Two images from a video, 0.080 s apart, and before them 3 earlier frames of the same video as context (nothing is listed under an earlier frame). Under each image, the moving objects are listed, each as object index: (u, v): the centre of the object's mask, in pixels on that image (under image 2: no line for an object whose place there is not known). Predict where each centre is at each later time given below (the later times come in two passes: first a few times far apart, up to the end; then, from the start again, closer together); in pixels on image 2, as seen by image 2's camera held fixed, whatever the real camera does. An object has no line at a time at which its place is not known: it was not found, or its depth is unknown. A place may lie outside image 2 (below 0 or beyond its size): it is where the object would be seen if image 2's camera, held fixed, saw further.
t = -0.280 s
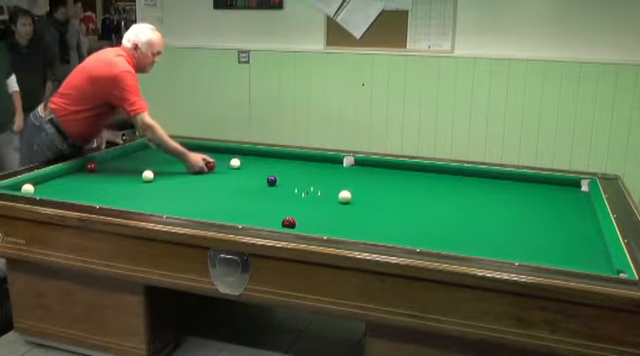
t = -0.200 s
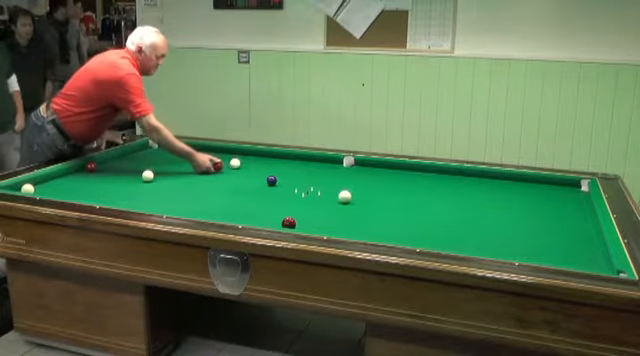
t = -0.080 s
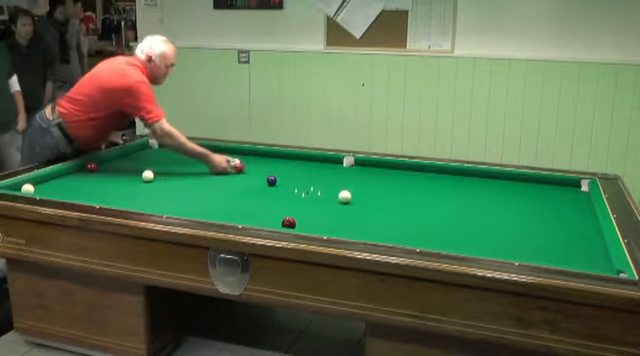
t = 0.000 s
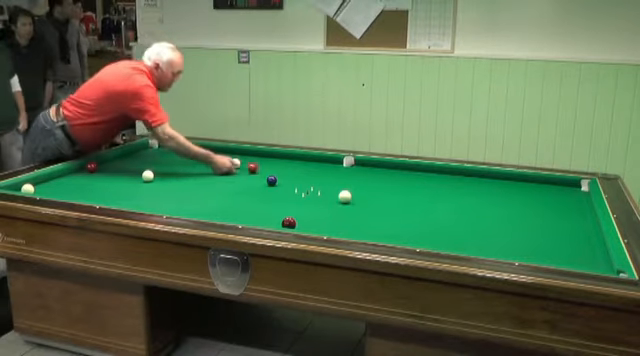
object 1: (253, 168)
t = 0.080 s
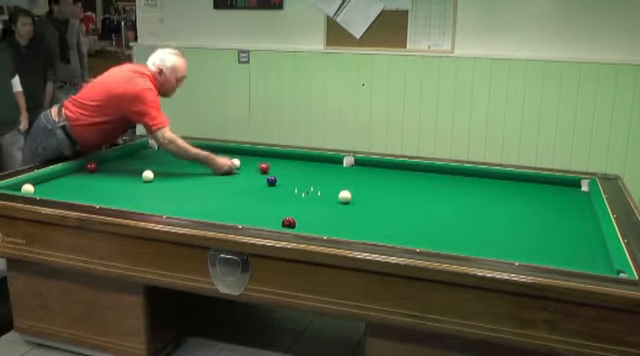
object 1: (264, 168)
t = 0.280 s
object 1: (294, 168)
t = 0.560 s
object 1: (335, 169)
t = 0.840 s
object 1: (375, 169)
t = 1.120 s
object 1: (415, 171)
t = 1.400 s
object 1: (450, 170)
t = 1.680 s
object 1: (483, 176)
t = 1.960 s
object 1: (516, 180)
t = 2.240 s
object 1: (548, 184)
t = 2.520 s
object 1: (580, 190)
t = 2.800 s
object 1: (565, 189)
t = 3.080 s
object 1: (547, 188)
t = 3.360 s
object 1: (531, 187)
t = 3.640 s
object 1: (513, 187)
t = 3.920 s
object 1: (497, 186)
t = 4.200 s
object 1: (482, 185)
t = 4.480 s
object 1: (466, 185)
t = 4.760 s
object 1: (452, 184)
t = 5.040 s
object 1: (438, 183)
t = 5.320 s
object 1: (425, 183)
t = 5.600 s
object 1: (412, 182)
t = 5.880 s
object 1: (399, 182)
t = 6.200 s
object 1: (386, 181)
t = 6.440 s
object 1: (375, 181)
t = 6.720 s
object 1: (365, 180)
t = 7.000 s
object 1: (355, 180)
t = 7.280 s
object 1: (346, 179)
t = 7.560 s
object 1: (337, 179)
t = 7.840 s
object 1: (329, 178)
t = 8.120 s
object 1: (323, 178)
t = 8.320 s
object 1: (316, 178)
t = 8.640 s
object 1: (309, 178)
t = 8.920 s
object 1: (304, 177)
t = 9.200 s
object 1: (299, 177)
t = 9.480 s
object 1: (295, 177)
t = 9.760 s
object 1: (291, 176)
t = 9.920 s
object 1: (289, 176)
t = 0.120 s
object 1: (270, 168)
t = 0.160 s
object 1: (277, 168)
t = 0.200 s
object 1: (282, 168)
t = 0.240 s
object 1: (288, 168)
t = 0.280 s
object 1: (294, 168)
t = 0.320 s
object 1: (300, 168)
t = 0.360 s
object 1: (306, 168)
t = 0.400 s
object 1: (312, 169)
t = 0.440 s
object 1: (318, 169)
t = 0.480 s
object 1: (323, 169)
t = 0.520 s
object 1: (328, 168)
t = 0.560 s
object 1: (335, 169)
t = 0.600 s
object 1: (340, 170)
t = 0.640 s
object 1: (347, 169)
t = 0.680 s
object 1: (353, 170)
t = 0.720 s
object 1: (358, 169)
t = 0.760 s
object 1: (363, 169)
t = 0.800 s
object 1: (369, 170)
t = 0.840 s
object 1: (375, 169)
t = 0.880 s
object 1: (381, 170)
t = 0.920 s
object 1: (387, 170)
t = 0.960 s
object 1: (392, 170)
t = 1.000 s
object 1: (398, 170)
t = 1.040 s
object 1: (404, 170)
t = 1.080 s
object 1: (409, 171)
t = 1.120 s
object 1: (415, 171)
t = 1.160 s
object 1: (420, 171)
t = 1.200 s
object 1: (425, 172)
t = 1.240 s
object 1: (431, 171)
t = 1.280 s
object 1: (436, 171)
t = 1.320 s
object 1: (440, 171)
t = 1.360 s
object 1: (447, 171)
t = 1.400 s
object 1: (450, 170)
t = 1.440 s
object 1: (458, 172)
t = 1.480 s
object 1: (461, 173)
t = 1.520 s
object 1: (465, 173)
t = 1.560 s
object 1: (470, 173)
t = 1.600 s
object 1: (474, 174)
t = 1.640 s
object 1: (479, 175)
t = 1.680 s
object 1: (483, 176)
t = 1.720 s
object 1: (489, 176)
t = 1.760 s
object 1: (493, 177)
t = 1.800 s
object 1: (497, 177)
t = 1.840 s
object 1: (502, 178)
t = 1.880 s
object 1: (507, 179)
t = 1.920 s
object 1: (511, 179)
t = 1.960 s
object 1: (516, 180)
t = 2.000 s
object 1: (520, 181)
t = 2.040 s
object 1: (525, 181)
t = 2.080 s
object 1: (529, 182)
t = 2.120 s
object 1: (534, 182)
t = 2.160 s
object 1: (538, 183)
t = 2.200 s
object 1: (543, 184)
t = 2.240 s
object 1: (548, 184)
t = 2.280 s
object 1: (552, 185)
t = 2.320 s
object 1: (557, 186)
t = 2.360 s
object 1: (562, 187)
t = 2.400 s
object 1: (566, 187)
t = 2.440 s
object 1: (570, 188)
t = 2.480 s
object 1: (576, 189)
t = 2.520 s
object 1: (580, 190)
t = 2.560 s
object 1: (582, 190)
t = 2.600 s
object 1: (579, 190)
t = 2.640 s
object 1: (576, 189)
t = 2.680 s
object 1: (574, 190)
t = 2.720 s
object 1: (571, 189)
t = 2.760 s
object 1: (568, 190)
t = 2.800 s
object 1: (565, 189)
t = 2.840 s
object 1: (563, 189)
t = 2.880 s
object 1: (561, 189)
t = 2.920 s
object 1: (558, 188)
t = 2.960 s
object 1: (555, 188)
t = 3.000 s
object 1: (553, 188)
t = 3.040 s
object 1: (551, 188)
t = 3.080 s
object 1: (547, 188)
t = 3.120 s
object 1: (545, 188)
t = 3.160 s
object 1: (543, 188)
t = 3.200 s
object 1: (540, 188)
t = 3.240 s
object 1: (538, 188)
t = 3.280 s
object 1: (536, 187)
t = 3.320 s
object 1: (533, 187)
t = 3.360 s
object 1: (531, 187)
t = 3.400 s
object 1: (528, 187)
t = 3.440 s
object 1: (526, 187)
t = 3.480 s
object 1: (523, 187)
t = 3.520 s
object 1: (521, 187)
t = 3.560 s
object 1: (518, 187)
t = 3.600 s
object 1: (516, 187)
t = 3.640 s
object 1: (513, 187)
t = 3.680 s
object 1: (512, 186)
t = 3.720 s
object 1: (509, 186)
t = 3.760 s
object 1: (507, 186)
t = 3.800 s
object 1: (504, 186)
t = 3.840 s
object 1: (502, 186)
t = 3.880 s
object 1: (500, 186)
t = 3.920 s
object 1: (497, 186)
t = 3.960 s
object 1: (495, 186)
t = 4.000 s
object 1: (493, 186)
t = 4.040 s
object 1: (490, 186)
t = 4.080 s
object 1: (488, 185)
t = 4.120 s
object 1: (486, 185)
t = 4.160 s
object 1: (484, 186)
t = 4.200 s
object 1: (482, 185)
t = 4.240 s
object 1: (479, 185)
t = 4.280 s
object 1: (477, 185)
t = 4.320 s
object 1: (475, 185)
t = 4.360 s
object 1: (473, 185)
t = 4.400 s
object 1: (471, 185)
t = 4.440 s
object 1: (468, 185)
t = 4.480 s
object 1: (466, 185)
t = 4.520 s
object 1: (465, 184)
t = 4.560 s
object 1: (462, 184)
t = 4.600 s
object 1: (460, 184)
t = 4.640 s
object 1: (458, 184)
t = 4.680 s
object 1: (456, 184)
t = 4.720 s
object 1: (454, 184)
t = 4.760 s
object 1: (452, 184)
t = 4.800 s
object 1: (450, 183)
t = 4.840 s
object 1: (448, 183)
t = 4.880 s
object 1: (446, 183)
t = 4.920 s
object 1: (444, 183)
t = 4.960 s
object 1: (442, 184)
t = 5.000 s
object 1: (440, 183)
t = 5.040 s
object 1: (438, 183)
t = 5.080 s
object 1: (436, 183)
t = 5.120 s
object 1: (434, 183)
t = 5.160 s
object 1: (432, 183)
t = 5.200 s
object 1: (430, 183)
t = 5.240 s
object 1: (428, 183)
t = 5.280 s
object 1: (426, 183)
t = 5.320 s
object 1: (425, 183)
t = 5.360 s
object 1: (423, 183)
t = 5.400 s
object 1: (421, 183)
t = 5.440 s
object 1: (419, 182)
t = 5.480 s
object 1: (417, 182)
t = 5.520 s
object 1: (415, 182)
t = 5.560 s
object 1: (413, 182)
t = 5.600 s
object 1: (412, 182)
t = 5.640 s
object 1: (410, 182)
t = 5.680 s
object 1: (408, 182)
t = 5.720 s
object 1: (406, 182)
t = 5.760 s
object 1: (404, 182)
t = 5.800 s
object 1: (403, 182)
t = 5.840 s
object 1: (401, 182)
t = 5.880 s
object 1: (399, 182)
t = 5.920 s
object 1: (397, 181)
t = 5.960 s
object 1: (396, 182)
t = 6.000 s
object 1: (394, 181)
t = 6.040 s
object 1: (392, 181)
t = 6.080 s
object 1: (391, 181)
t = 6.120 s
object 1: (389, 181)
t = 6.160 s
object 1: (387, 181)
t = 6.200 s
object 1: (386, 181)
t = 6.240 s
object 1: (384, 181)
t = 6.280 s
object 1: (383, 181)
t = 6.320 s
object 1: (381, 181)
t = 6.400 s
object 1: (378, 181)
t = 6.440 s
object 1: (375, 181)
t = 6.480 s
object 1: (373, 180)
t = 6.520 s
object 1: (372, 180)
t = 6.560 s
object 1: (370, 180)
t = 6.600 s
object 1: (369, 180)
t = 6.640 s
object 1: (368, 180)
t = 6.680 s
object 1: (366, 180)
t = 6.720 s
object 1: (365, 180)
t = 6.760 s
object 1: (363, 180)
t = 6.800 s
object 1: (362, 180)
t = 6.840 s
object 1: (361, 180)
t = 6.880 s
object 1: (359, 179)
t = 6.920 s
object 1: (358, 179)
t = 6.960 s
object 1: (357, 180)
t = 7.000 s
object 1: (355, 180)
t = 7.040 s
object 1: (353, 179)
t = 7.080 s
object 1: (352, 179)
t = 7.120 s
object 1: (351, 179)
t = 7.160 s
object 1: (351, 179)
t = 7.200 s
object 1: (348, 179)
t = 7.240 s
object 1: (347, 179)
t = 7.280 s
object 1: (346, 179)
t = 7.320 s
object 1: (346, 179)
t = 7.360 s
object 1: (343, 179)
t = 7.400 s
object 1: (342, 179)
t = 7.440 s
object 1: (341, 179)
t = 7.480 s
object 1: (340, 179)
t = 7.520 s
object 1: (338, 179)
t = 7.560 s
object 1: (337, 179)
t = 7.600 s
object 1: (336, 179)
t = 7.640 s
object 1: (335, 179)
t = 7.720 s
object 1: (333, 178)
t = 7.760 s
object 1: (332, 178)
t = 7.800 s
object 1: (330, 178)
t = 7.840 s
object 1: (329, 178)
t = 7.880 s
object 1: (328, 178)
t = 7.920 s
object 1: (327, 178)
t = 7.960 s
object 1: (326, 178)
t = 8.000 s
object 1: (325, 178)
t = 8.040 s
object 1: (324, 178)
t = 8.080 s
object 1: (323, 178)
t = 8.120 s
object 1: (323, 178)
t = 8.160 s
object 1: (321, 178)
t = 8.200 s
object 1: (319, 178)
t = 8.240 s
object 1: (318, 178)
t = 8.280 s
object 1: (317, 178)
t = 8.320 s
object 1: (316, 178)
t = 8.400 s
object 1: (315, 178)
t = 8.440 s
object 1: (314, 178)
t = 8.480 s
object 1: (313, 178)
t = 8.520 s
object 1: (312, 178)
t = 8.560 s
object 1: (311, 177)
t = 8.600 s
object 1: (311, 177)
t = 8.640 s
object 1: (309, 178)
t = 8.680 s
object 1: (309, 177)
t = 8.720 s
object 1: (308, 177)
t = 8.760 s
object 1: (307, 177)
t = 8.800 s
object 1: (306, 177)
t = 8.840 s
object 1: (305, 177)
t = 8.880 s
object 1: (304, 177)
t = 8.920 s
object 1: (304, 177)
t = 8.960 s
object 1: (303, 177)
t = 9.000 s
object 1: (303, 177)
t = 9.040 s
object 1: (303, 177)
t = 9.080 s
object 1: (301, 177)
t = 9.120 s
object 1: (301, 177)
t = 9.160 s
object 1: (300, 177)
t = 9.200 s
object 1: (299, 177)
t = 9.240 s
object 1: (298, 177)
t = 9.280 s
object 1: (298, 177)
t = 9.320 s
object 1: (297, 177)
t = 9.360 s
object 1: (297, 177)
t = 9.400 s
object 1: (296, 176)
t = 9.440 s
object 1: (296, 177)
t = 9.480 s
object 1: (295, 177)
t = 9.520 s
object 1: (294, 177)
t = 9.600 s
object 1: (293, 177)
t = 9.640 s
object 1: (293, 177)
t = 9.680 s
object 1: (292, 176)
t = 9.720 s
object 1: (292, 176)
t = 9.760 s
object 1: (291, 176)
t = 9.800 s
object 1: (291, 176)
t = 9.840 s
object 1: (291, 176)
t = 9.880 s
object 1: (290, 176)
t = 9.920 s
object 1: (289, 176)
